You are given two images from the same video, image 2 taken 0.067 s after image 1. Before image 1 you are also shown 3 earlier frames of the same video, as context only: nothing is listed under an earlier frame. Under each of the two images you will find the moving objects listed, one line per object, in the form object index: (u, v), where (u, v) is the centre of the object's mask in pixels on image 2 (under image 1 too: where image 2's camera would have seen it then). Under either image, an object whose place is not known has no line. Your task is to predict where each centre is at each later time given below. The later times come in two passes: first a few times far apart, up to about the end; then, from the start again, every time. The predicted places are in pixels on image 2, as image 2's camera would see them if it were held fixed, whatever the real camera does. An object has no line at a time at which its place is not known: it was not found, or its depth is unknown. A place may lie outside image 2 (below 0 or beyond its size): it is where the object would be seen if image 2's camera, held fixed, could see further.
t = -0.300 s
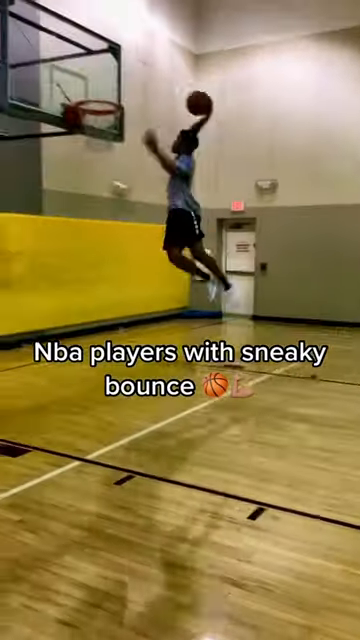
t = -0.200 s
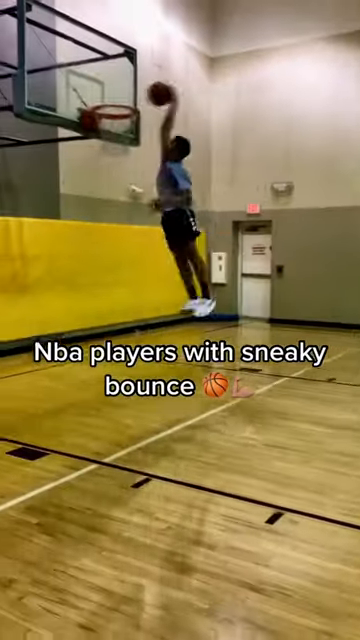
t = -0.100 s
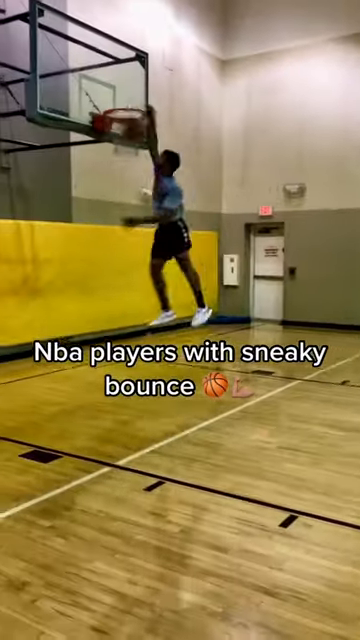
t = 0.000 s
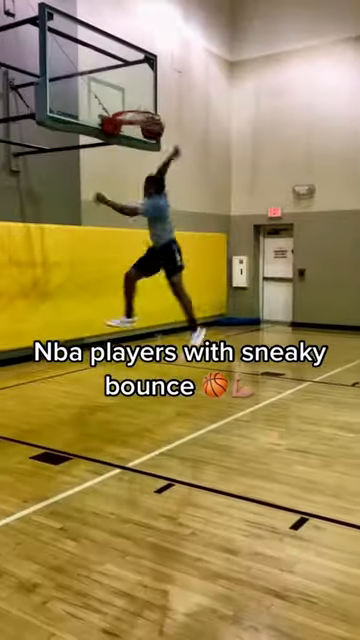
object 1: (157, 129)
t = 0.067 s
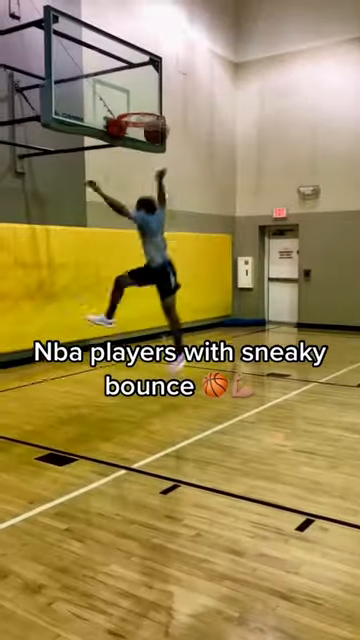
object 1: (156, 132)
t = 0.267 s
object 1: (145, 167)
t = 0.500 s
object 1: (134, 251)
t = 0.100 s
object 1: (152, 135)
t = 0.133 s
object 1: (151, 140)
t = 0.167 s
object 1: (150, 145)
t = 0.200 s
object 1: (148, 152)
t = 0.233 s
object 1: (147, 158)
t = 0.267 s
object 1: (145, 167)
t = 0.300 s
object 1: (143, 176)
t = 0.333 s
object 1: (142, 186)
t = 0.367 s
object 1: (140, 197)
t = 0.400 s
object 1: (138, 209)
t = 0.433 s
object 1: (137, 222)
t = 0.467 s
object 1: (135, 236)
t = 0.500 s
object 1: (134, 251)
